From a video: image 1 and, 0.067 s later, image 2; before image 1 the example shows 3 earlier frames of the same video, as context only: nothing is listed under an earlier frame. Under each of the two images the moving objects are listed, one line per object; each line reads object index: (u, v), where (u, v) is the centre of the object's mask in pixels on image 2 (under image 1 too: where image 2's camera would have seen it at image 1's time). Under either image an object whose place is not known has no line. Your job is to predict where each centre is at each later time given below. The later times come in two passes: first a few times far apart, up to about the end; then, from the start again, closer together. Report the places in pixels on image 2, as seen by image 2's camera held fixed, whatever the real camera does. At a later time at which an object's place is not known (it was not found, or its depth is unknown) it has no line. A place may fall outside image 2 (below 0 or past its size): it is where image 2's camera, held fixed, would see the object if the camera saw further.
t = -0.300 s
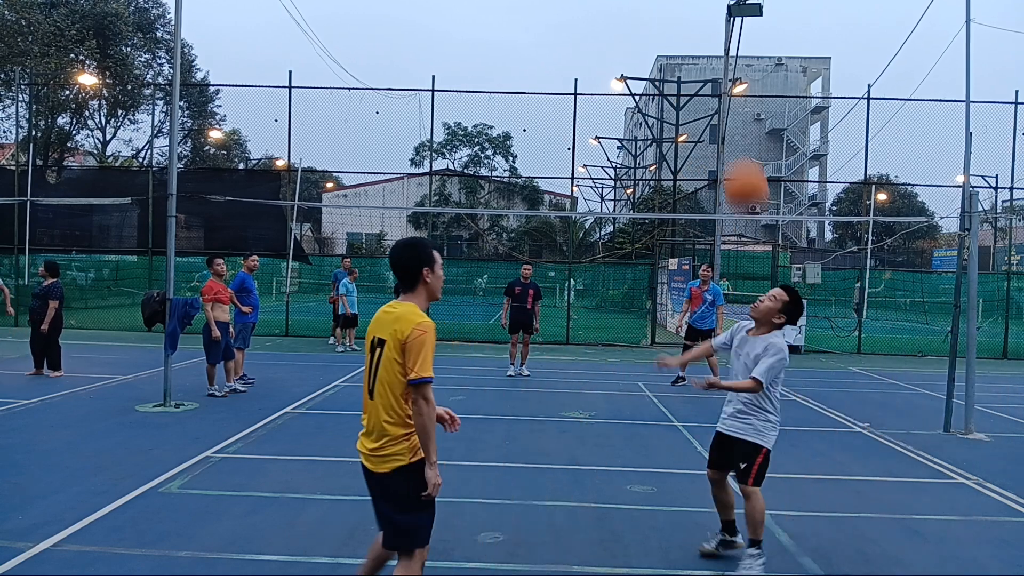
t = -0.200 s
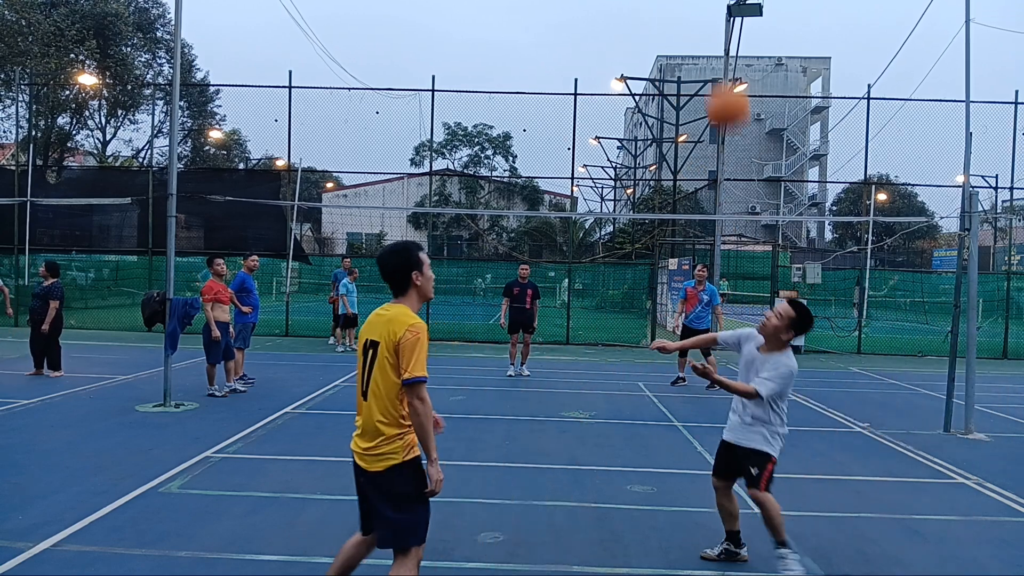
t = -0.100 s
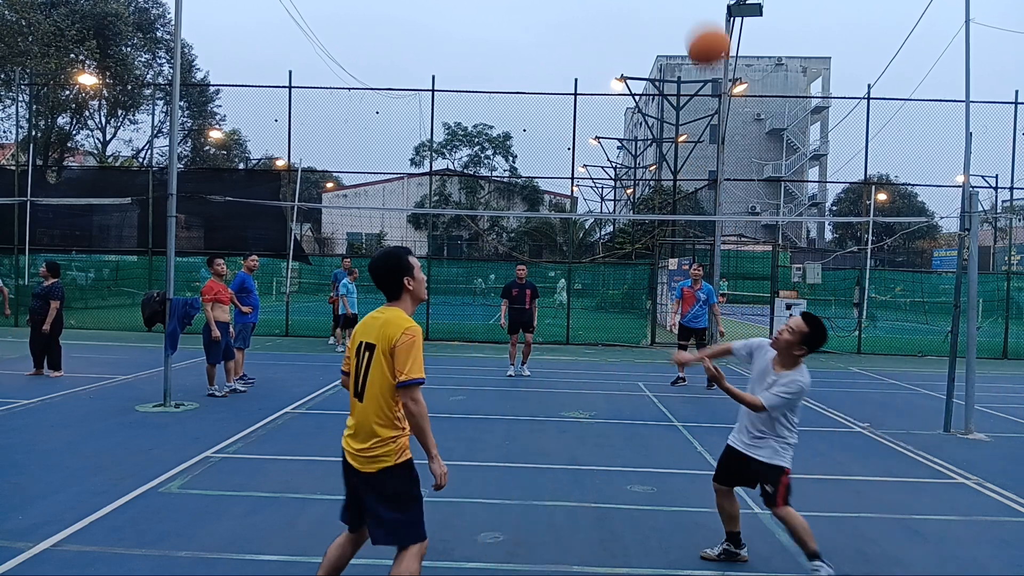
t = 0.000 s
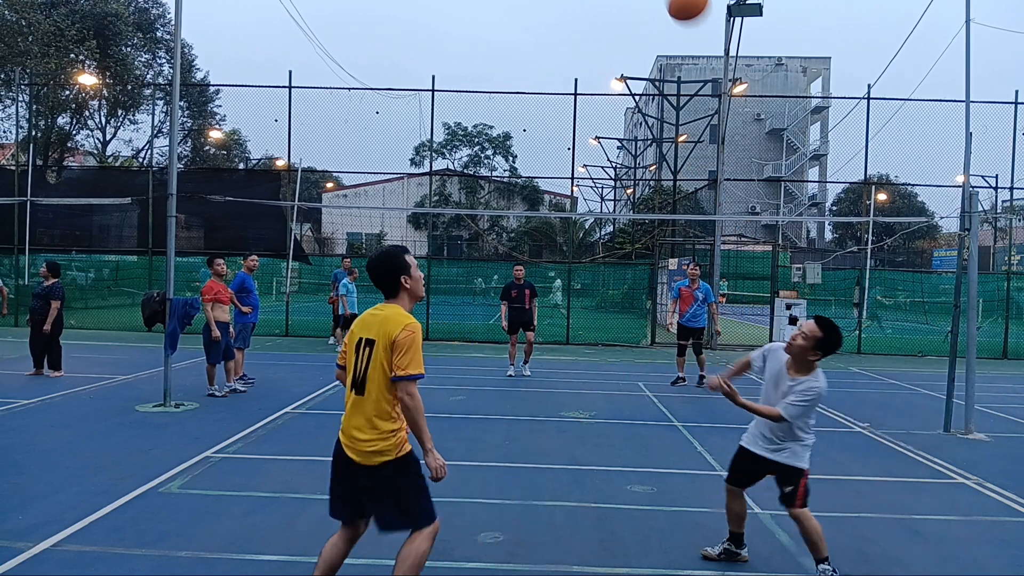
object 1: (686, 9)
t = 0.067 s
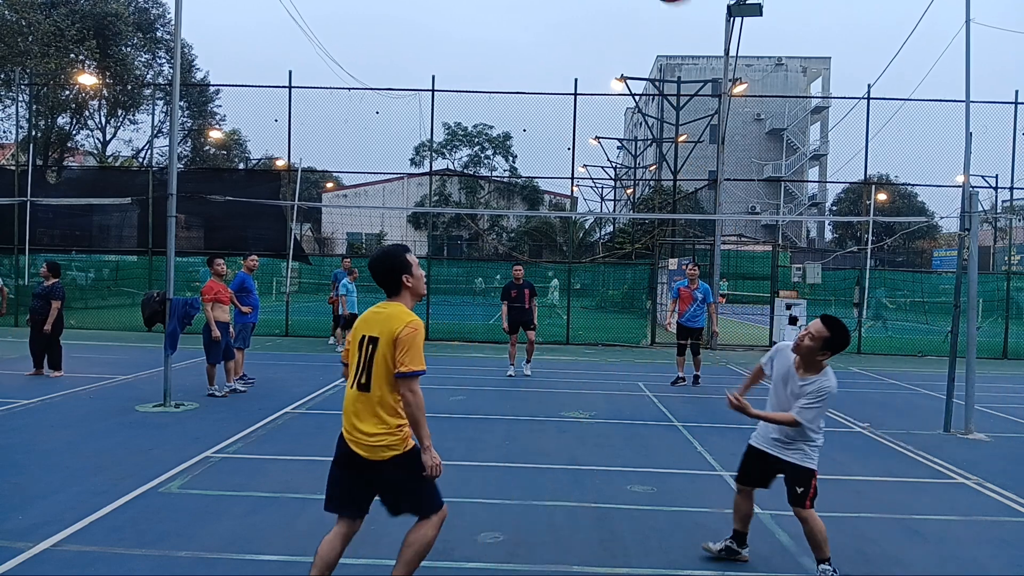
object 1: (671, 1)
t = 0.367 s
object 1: (611, 4)
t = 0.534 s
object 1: (572, 64)
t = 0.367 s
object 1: (611, 4)
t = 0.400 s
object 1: (603, 8)
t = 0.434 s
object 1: (595, 15)
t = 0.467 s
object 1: (587, 27)
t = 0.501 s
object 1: (580, 44)
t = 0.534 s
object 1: (572, 64)
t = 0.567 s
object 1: (563, 87)
